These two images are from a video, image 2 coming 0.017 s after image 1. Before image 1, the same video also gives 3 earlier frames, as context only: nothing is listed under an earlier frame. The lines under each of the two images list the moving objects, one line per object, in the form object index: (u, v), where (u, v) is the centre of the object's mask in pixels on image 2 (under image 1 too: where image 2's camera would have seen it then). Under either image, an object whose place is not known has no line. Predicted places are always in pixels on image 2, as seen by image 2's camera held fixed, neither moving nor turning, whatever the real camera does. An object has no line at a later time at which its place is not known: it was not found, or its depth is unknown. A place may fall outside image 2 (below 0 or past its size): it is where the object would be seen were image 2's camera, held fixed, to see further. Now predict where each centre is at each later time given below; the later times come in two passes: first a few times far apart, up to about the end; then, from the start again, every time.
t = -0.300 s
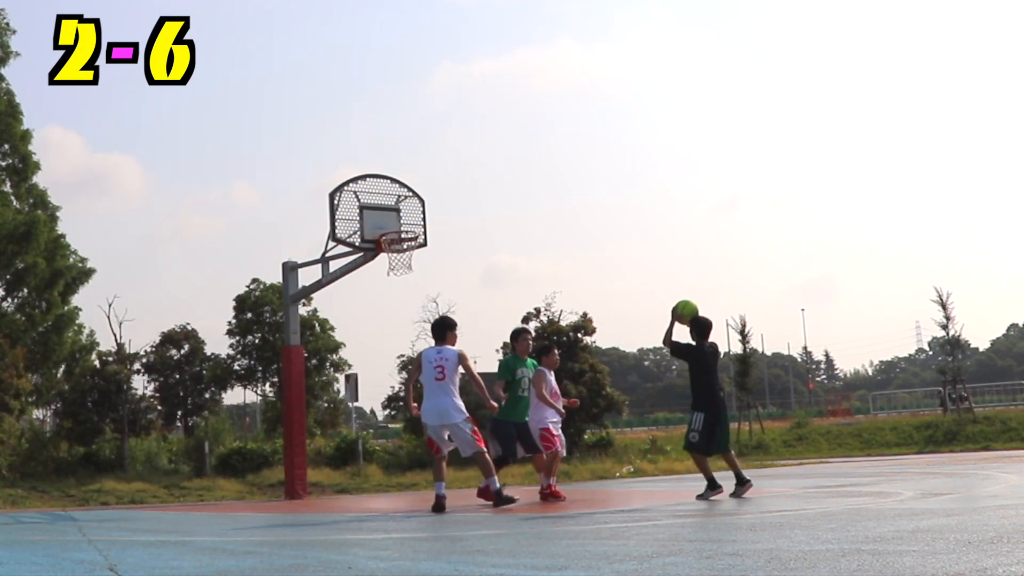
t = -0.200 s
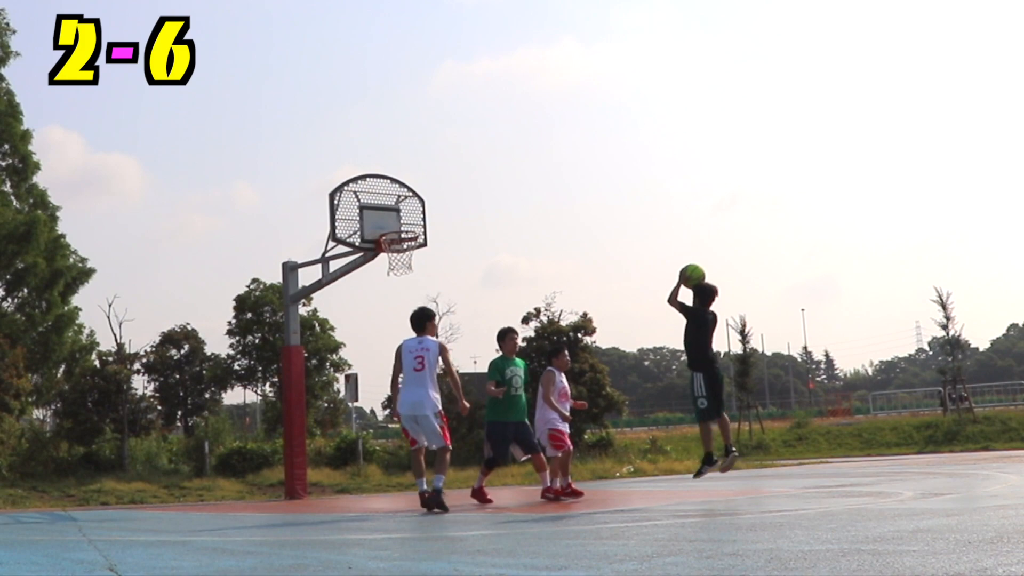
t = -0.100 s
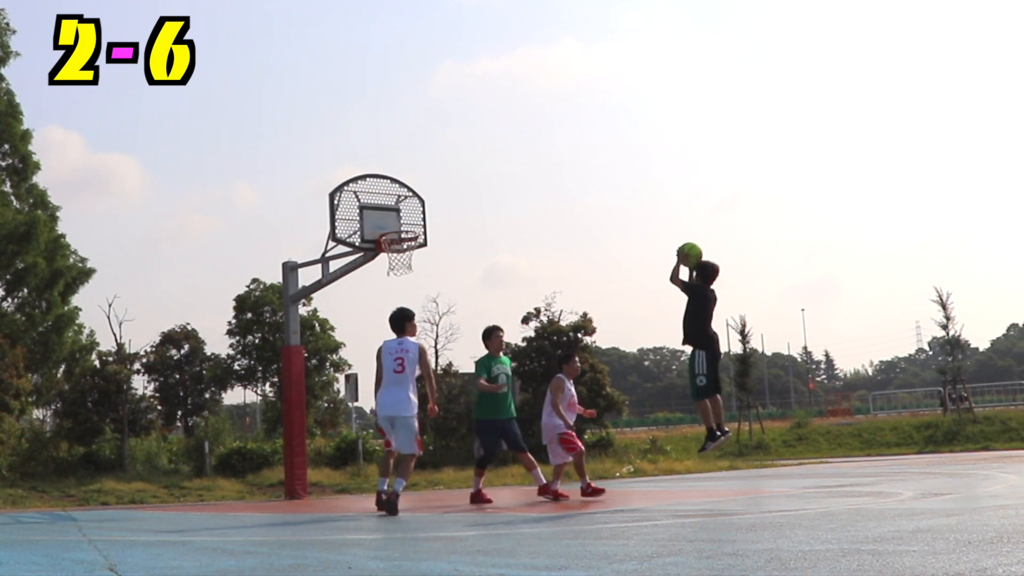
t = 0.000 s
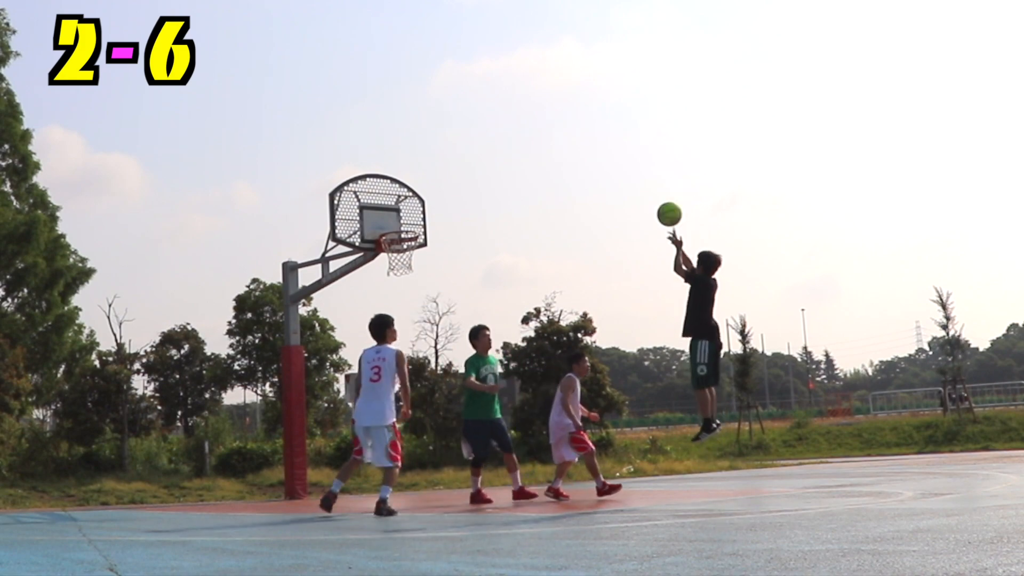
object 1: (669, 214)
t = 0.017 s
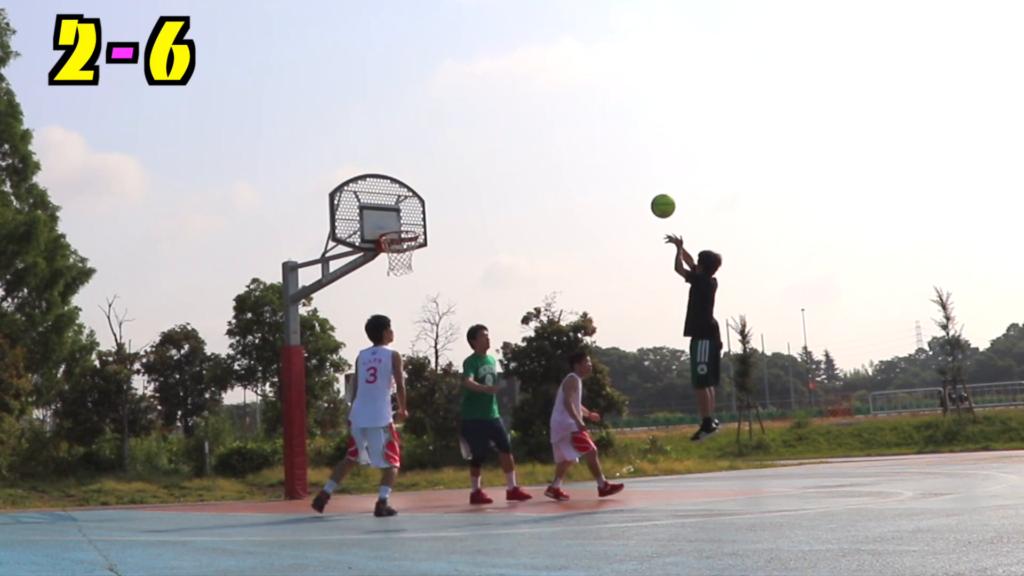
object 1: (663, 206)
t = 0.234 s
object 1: (588, 130)
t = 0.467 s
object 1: (521, 103)
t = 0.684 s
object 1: (468, 120)
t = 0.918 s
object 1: (418, 178)
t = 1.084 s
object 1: (394, 223)
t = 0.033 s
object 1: (657, 198)
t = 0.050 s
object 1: (650, 191)
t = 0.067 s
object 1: (644, 184)
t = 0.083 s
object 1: (638, 177)
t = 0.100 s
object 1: (632, 171)
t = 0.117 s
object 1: (626, 164)
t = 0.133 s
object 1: (621, 159)
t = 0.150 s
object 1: (615, 153)
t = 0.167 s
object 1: (609, 148)
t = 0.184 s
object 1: (604, 143)
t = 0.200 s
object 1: (599, 139)
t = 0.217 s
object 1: (593, 134)
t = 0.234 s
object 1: (588, 130)
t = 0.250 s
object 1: (583, 127)
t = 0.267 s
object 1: (577, 123)
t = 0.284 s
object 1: (572, 120)
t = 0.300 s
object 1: (567, 117)
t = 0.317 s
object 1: (562, 115)
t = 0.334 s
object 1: (558, 112)
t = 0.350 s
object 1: (553, 110)
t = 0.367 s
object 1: (548, 108)
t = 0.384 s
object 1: (543, 107)
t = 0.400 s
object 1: (539, 105)
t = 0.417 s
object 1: (534, 105)
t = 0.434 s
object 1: (530, 104)
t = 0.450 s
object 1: (525, 103)
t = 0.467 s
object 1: (521, 103)
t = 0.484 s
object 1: (516, 103)
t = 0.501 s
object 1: (512, 103)
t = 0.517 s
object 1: (508, 104)
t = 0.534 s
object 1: (504, 104)
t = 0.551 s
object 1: (499, 105)
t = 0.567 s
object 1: (495, 106)
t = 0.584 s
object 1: (491, 107)
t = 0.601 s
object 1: (487, 109)
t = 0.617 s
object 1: (483, 111)
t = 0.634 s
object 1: (479, 113)
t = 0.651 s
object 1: (476, 115)
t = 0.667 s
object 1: (471, 117)
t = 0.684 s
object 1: (468, 120)
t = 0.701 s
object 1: (464, 123)
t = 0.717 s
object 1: (460, 126)
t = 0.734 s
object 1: (456, 129)
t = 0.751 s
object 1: (453, 132)
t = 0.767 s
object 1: (449, 136)
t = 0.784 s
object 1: (445, 140)
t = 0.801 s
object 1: (442, 144)
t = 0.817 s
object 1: (438, 148)
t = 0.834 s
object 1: (435, 153)
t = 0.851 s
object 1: (431, 157)
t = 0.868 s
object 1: (428, 162)
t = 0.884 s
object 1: (424, 168)
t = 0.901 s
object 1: (421, 173)
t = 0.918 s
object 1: (418, 178)
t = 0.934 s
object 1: (414, 184)
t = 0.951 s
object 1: (411, 190)
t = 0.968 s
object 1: (408, 196)
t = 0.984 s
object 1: (404, 202)
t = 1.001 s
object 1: (401, 208)
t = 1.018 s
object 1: (397, 215)
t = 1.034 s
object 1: (394, 222)
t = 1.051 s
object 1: (391, 228)
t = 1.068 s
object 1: (392, 228)
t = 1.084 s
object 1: (394, 223)
